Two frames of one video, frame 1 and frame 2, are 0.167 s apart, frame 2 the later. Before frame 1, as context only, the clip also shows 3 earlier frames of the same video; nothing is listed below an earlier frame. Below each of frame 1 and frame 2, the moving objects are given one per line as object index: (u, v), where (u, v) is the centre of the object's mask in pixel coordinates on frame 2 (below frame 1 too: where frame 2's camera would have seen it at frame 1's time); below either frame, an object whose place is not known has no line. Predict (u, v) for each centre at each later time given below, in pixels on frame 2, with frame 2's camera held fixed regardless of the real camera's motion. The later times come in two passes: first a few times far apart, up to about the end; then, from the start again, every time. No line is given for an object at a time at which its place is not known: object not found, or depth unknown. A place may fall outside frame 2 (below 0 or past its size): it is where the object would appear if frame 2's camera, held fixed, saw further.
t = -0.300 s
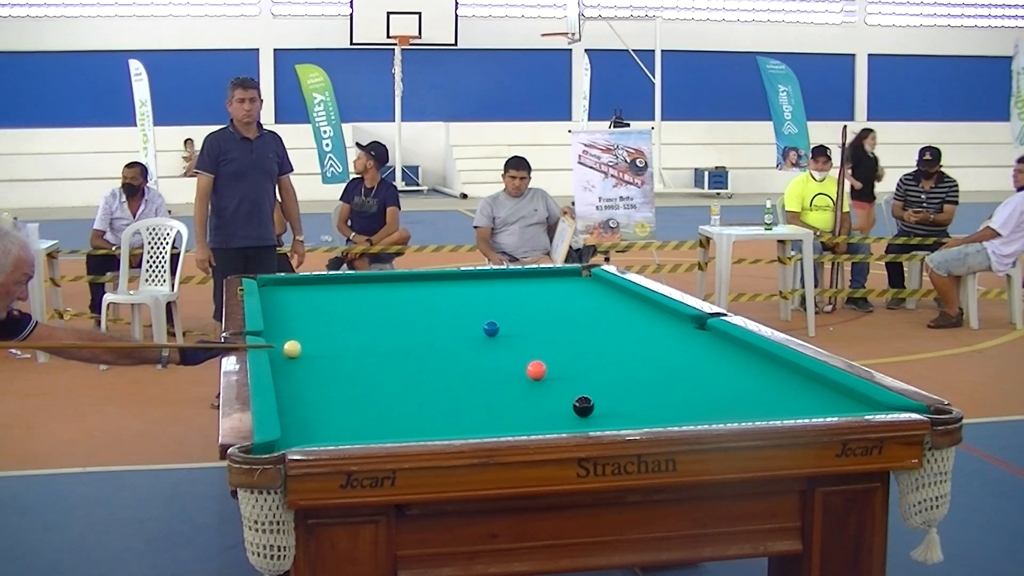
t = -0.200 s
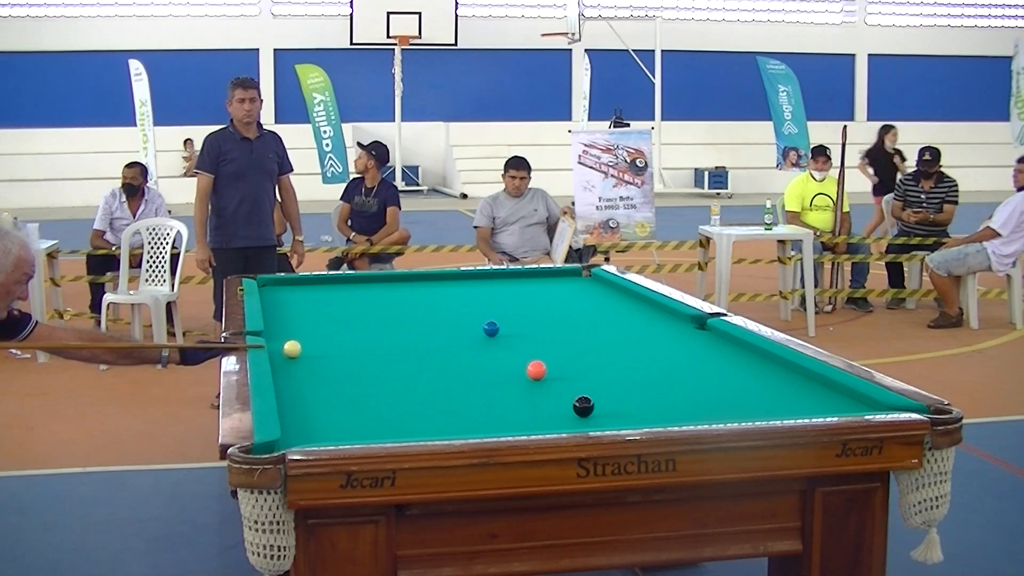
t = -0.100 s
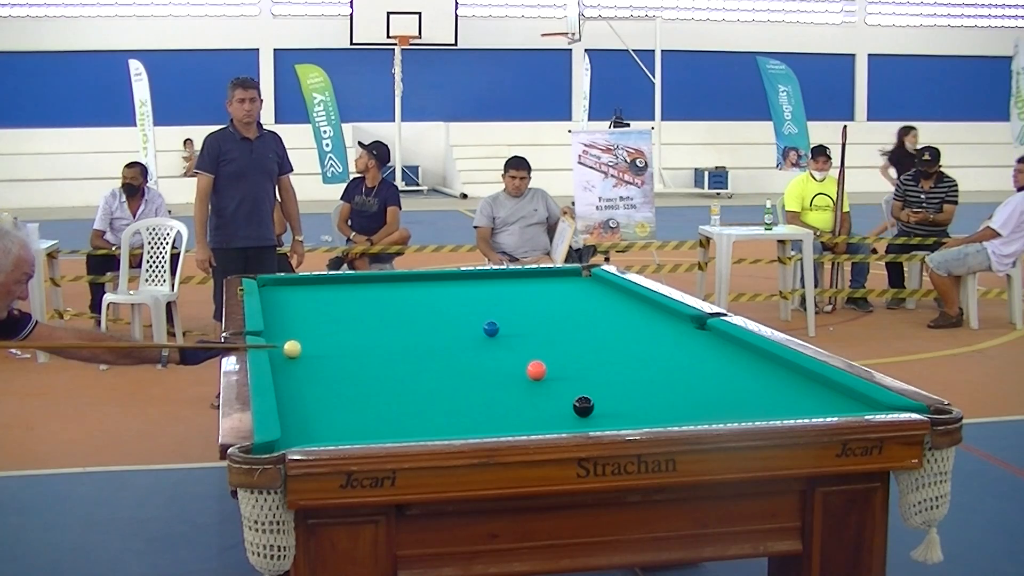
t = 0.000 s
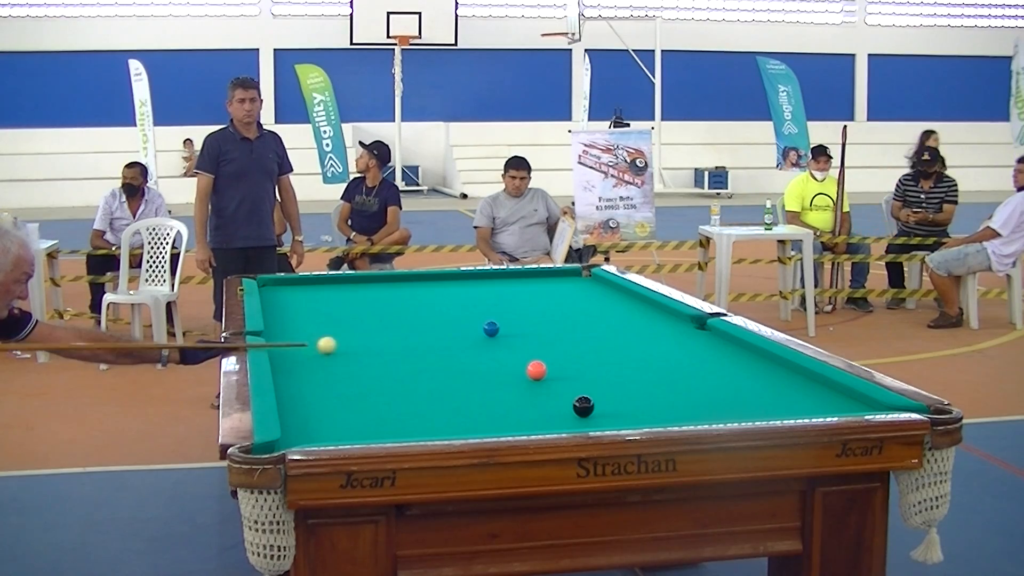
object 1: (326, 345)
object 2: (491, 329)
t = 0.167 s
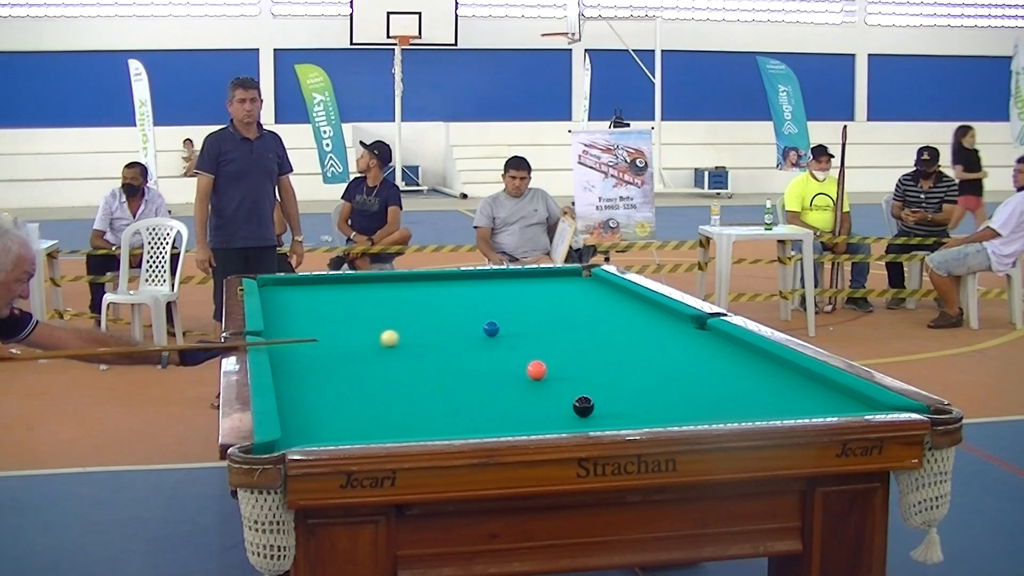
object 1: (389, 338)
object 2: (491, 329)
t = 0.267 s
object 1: (425, 334)
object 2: (491, 329)
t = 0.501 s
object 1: (476, 327)
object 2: (517, 328)
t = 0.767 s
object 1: (492, 320)
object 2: (575, 326)
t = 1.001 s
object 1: (504, 315)
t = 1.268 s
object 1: (517, 310)
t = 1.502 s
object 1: (527, 306)
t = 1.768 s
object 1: (538, 301)
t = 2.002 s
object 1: (546, 298)
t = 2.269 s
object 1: (554, 295)
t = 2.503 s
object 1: (560, 292)
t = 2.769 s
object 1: (565, 290)
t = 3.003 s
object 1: (570, 288)
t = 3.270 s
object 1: (574, 286)
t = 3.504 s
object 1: (577, 285)
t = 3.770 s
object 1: (579, 283)
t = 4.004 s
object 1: (582, 282)
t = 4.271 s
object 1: (583, 282)
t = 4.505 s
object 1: (584, 281)
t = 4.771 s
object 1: (585, 281)
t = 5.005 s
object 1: (586, 281)
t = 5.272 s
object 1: (585, 281)
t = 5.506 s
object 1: (585, 281)
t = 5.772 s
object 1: (586, 281)
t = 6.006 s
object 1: (586, 281)
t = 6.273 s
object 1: (585, 281)
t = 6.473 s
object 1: (585, 281)
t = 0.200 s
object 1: (401, 337)
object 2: (491, 329)
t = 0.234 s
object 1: (413, 335)
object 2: (491, 329)
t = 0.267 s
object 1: (425, 334)
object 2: (491, 329)
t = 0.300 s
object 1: (436, 333)
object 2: (491, 329)
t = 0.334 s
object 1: (448, 332)
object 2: (491, 329)
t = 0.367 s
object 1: (459, 331)
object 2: (491, 329)
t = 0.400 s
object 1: (470, 329)
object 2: (491, 329)
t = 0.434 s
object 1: (474, 328)
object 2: (497, 329)
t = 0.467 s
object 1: (475, 327)
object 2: (507, 328)
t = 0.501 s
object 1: (476, 327)
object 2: (517, 328)
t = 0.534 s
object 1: (477, 326)
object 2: (525, 327)
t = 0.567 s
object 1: (479, 325)
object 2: (533, 327)
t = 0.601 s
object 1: (482, 324)
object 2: (540, 327)
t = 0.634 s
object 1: (484, 323)
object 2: (547, 327)
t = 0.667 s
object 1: (486, 322)
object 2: (554, 326)
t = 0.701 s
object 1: (488, 322)
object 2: (561, 326)
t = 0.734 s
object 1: (490, 321)
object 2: (568, 326)
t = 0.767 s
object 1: (492, 320)
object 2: (575, 326)
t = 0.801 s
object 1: (494, 319)
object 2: (582, 325)
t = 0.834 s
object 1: (496, 319)
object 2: (588, 325)
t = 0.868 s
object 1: (497, 318)
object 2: (595, 325)
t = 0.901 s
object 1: (499, 317)
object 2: (602, 325)
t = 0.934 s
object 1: (501, 316)
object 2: (608, 325)
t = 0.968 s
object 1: (502, 316)
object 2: (614, 324)
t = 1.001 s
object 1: (504, 315)
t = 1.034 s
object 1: (506, 314)
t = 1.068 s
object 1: (508, 314)
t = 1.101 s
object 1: (509, 313)
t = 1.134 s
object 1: (511, 312)
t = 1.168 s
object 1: (513, 312)
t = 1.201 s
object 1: (514, 311)
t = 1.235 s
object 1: (516, 310)
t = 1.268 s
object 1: (517, 310)
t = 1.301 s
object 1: (519, 309)
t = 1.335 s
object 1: (520, 309)
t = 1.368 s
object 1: (522, 308)
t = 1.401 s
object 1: (523, 307)
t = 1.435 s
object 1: (524, 307)
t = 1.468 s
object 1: (526, 306)
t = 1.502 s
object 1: (527, 306)
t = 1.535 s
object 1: (529, 305)
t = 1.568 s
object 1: (530, 305)
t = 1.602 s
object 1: (531, 304)
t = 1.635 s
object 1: (532, 303)
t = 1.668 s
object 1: (534, 303)
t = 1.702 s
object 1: (535, 302)
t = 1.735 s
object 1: (536, 302)
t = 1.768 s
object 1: (538, 301)
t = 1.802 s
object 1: (539, 301)
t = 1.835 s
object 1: (540, 300)
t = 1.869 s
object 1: (541, 300)
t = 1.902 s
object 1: (542, 299)
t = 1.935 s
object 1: (543, 299)
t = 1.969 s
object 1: (545, 299)
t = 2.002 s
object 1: (546, 298)
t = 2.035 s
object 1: (547, 298)
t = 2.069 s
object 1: (548, 297)
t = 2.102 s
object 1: (549, 297)
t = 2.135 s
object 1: (550, 296)
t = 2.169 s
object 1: (551, 296)
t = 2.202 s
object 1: (552, 296)
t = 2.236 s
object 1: (553, 295)
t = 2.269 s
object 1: (554, 295)
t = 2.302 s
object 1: (555, 295)
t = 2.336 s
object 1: (555, 294)
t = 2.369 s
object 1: (556, 294)
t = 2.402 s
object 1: (557, 293)
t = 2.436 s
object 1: (558, 293)
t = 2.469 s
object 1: (559, 293)
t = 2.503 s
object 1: (560, 292)
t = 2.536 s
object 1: (560, 292)
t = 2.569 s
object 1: (561, 291)
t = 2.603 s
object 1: (562, 291)
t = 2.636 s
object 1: (562, 291)
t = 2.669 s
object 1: (563, 291)
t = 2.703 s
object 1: (564, 290)
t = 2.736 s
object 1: (565, 290)
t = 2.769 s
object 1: (565, 290)
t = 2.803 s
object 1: (566, 290)
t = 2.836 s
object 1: (567, 289)
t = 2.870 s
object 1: (567, 289)
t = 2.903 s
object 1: (568, 289)
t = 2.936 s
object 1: (568, 288)
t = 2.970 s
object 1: (569, 288)
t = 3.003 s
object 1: (570, 288)
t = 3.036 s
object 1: (570, 287)
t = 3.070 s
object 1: (571, 287)
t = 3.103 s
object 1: (571, 287)
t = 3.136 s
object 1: (572, 287)
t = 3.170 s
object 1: (572, 287)
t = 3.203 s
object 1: (573, 286)
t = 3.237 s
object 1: (573, 286)
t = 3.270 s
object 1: (574, 286)
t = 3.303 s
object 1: (574, 286)
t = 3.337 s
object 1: (575, 285)
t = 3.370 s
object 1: (575, 285)
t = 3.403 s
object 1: (576, 285)
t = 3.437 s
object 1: (576, 285)
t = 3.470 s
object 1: (576, 285)
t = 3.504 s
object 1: (577, 285)
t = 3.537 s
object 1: (577, 284)
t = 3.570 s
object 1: (578, 284)
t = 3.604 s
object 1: (578, 284)
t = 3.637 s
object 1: (578, 284)
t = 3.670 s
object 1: (579, 284)
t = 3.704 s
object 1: (579, 284)
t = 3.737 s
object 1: (579, 283)
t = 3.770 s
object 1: (579, 283)
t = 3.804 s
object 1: (580, 283)
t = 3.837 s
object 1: (580, 283)
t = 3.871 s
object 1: (580, 283)
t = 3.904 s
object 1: (581, 283)
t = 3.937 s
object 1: (581, 283)
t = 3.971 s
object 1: (581, 282)
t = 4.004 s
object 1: (582, 282)
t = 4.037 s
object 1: (582, 282)
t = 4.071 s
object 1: (582, 282)
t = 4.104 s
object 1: (582, 282)
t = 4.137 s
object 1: (583, 282)
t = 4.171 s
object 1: (583, 282)
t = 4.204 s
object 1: (583, 282)
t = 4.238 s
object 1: (583, 282)
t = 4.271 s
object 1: (583, 282)
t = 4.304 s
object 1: (583, 281)
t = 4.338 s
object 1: (584, 281)
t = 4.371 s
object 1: (584, 281)
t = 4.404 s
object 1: (584, 281)
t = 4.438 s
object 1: (584, 281)
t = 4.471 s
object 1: (584, 281)
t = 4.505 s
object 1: (584, 281)
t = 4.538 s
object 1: (584, 281)
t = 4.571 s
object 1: (585, 281)
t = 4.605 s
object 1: (585, 281)
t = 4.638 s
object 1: (585, 281)
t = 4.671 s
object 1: (585, 281)
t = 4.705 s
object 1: (585, 281)
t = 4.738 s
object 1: (585, 281)
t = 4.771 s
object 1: (585, 281)
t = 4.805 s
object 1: (585, 281)
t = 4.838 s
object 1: (585, 281)
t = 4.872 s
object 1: (586, 281)
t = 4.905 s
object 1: (586, 281)
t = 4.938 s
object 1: (586, 281)
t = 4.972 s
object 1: (586, 281)
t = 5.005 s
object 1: (586, 281)
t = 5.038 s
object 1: (586, 281)
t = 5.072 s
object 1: (586, 281)
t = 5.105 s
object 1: (585, 281)
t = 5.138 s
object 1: (585, 281)
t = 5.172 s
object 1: (585, 281)
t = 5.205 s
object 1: (585, 281)
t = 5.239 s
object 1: (585, 281)
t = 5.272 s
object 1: (585, 281)
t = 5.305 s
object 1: (585, 281)
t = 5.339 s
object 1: (585, 281)
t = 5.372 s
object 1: (585, 281)
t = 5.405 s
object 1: (585, 281)
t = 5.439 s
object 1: (585, 281)
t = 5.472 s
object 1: (585, 281)
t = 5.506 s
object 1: (585, 281)
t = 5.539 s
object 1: (585, 281)
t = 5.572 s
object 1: (586, 281)
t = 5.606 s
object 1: (586, 281)
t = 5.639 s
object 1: (586, 281)
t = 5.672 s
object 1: (586, 281)
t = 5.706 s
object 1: (586, 281)
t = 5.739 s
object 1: (586, 281)
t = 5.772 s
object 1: (586, 281)
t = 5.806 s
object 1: (586, 281)
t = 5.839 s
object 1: (586, 281)
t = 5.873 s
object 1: (586, 281)
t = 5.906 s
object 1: (586, 281)
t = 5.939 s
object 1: (586, 281)
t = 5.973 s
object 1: (586, 281)
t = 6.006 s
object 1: (586, 281)
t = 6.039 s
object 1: (585, 281)
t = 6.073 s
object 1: (585, 281)
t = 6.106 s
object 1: (585, 281)
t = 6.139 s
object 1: (585, 281)
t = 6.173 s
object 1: (585, 281)
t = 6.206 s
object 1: (585, 281)
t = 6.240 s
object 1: (585, 281)
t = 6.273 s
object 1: (585, 281)
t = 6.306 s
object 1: (585, 281)
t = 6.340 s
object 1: (585, 281)
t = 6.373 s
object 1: (585, 281)
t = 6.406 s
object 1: (585, 281)
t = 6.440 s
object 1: (585, 281)
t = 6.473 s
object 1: (585, 281)
